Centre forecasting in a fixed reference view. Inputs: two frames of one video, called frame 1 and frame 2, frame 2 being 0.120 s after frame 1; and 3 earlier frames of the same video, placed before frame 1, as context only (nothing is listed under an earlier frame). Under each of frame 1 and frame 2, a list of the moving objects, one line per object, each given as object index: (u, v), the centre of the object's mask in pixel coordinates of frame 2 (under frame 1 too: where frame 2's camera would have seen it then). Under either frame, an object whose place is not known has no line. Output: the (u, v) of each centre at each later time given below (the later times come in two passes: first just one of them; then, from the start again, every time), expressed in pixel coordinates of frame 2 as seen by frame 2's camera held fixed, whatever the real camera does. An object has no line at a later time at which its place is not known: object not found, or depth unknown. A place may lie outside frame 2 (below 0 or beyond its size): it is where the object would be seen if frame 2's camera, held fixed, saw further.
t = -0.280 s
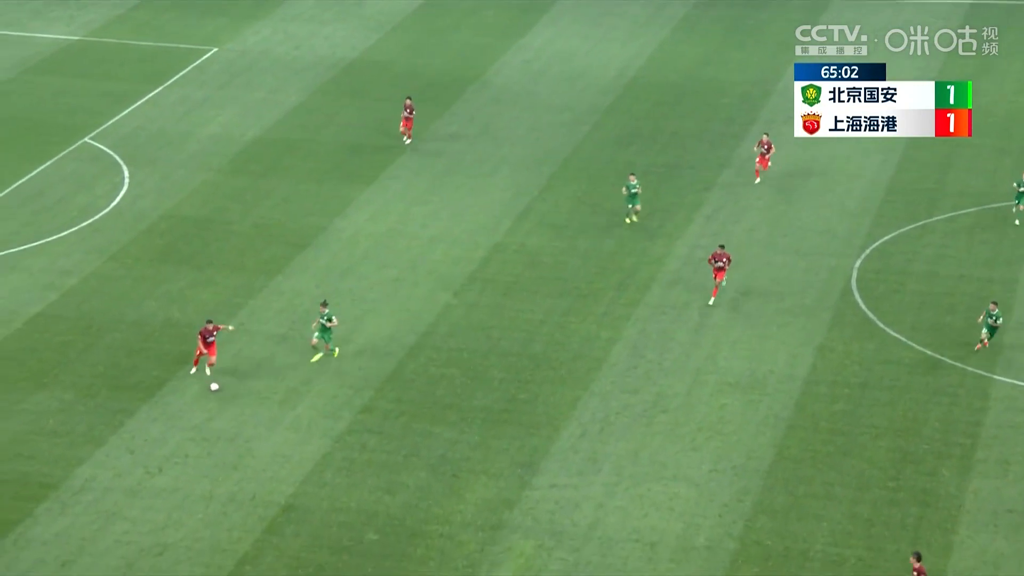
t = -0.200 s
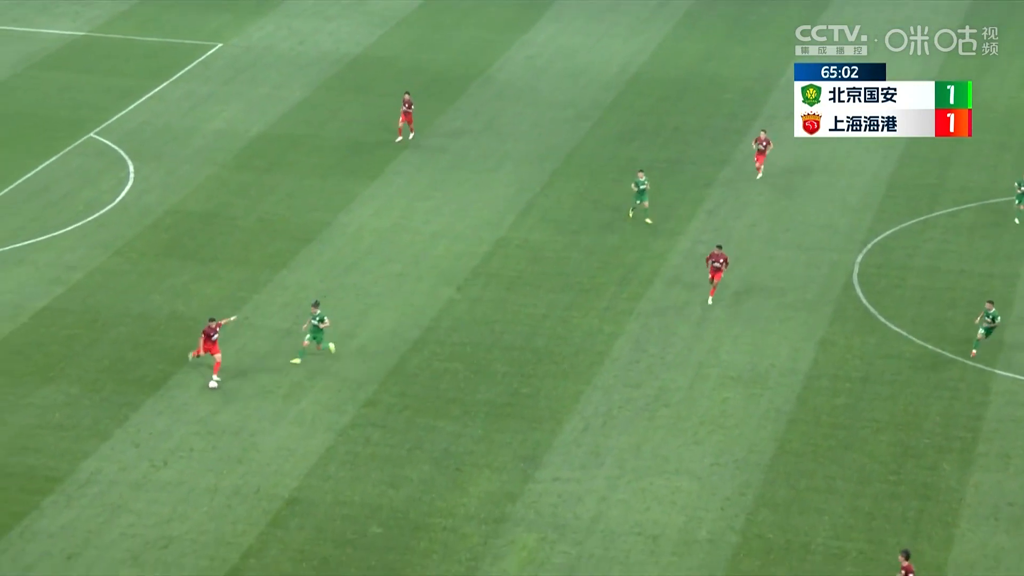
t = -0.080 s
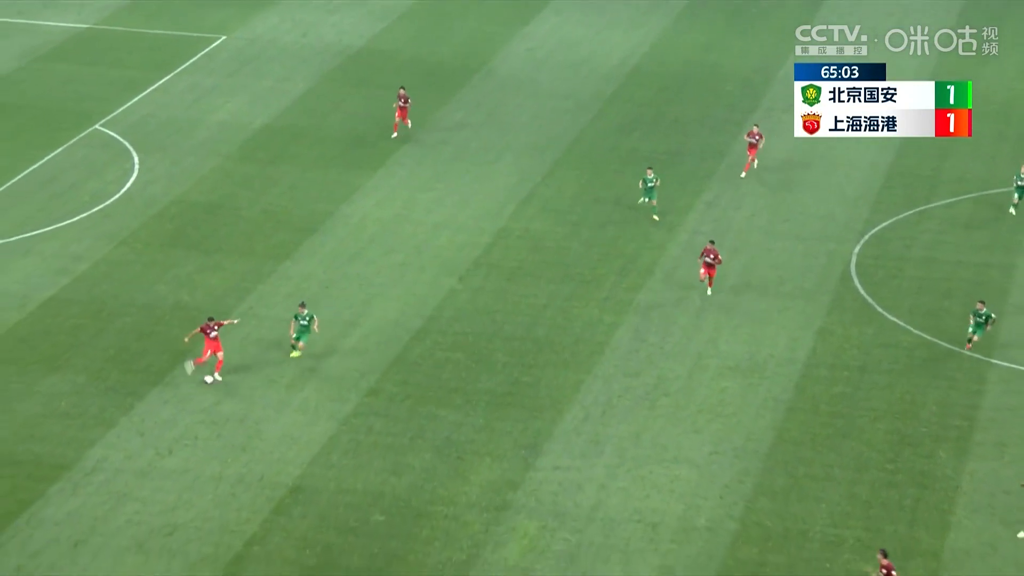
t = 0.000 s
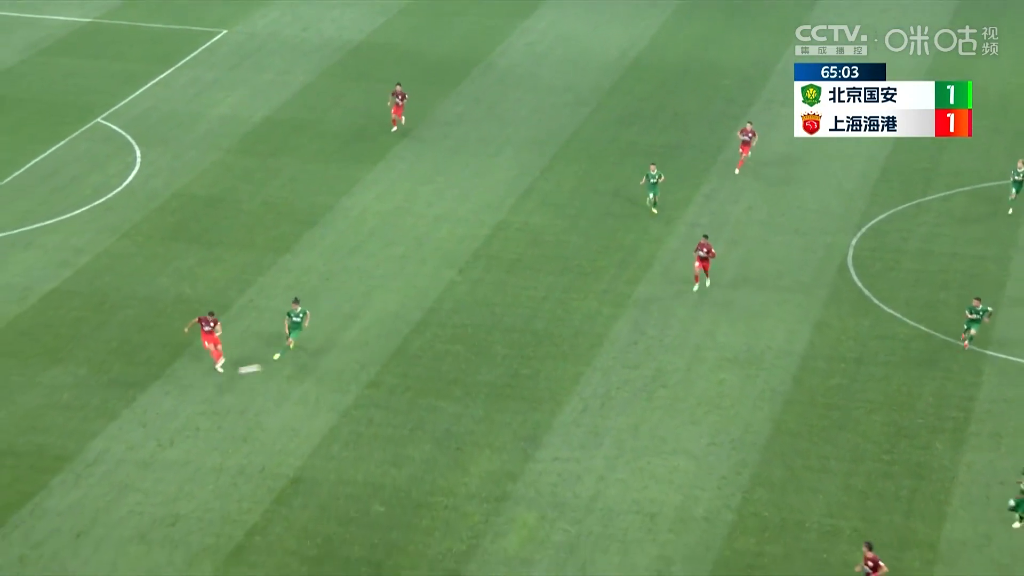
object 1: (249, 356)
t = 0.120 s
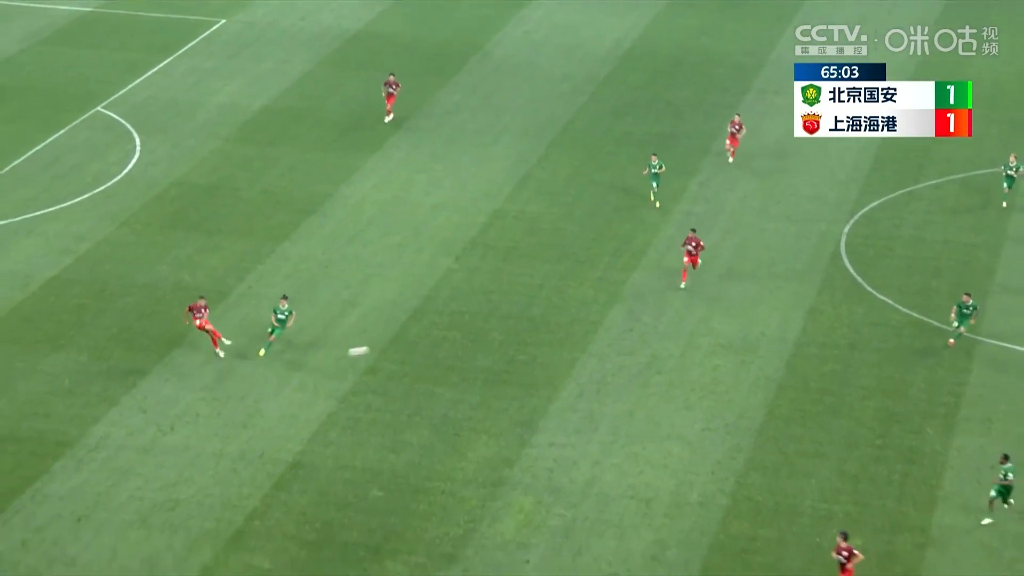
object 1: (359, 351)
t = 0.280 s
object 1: (502, 354)
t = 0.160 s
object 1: (394, 351)
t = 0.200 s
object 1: (431, 351)
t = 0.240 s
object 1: (467, 352)
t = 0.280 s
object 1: (502, 354)
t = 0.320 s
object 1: (538, 356)
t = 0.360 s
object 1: (573, 359)
